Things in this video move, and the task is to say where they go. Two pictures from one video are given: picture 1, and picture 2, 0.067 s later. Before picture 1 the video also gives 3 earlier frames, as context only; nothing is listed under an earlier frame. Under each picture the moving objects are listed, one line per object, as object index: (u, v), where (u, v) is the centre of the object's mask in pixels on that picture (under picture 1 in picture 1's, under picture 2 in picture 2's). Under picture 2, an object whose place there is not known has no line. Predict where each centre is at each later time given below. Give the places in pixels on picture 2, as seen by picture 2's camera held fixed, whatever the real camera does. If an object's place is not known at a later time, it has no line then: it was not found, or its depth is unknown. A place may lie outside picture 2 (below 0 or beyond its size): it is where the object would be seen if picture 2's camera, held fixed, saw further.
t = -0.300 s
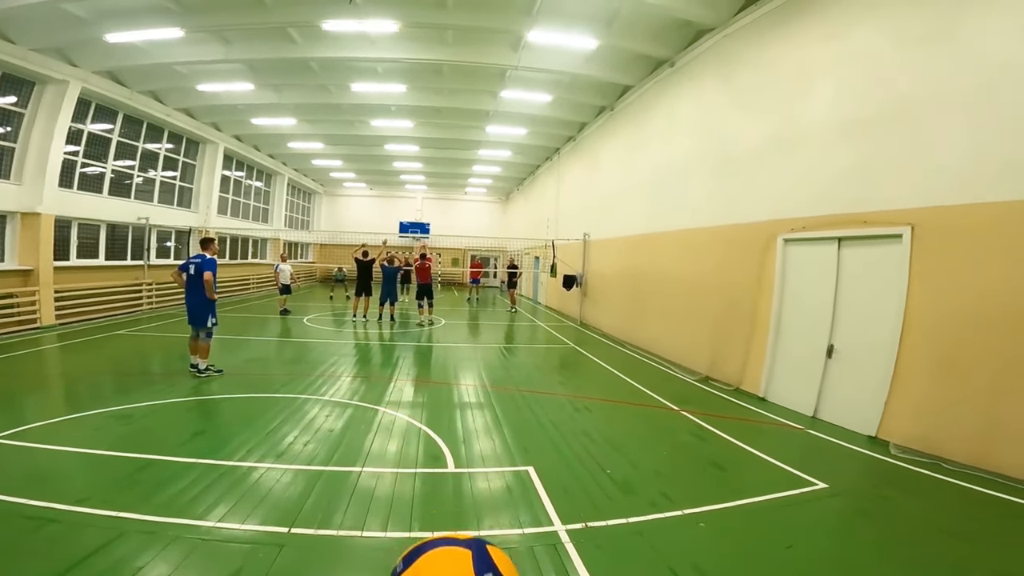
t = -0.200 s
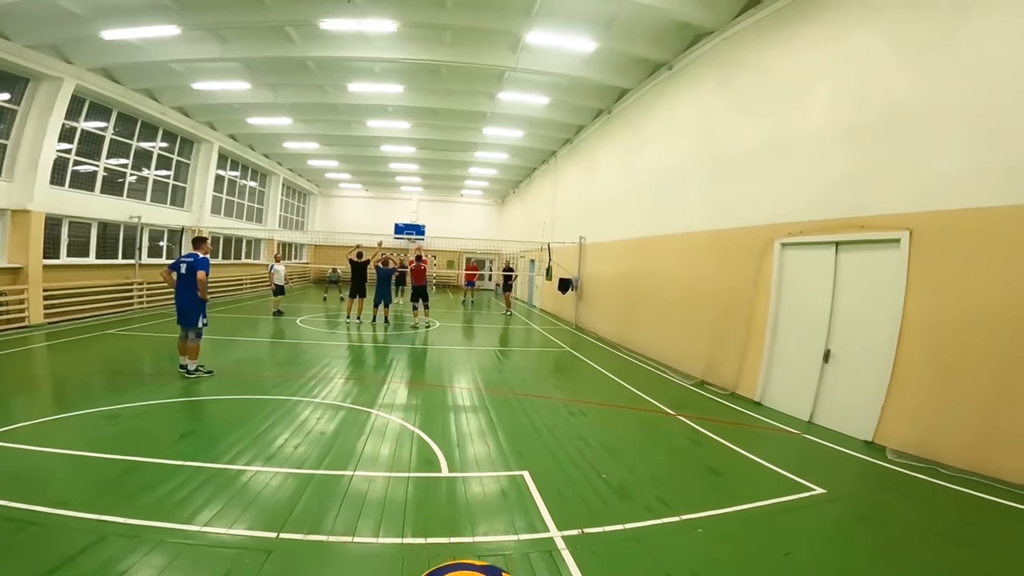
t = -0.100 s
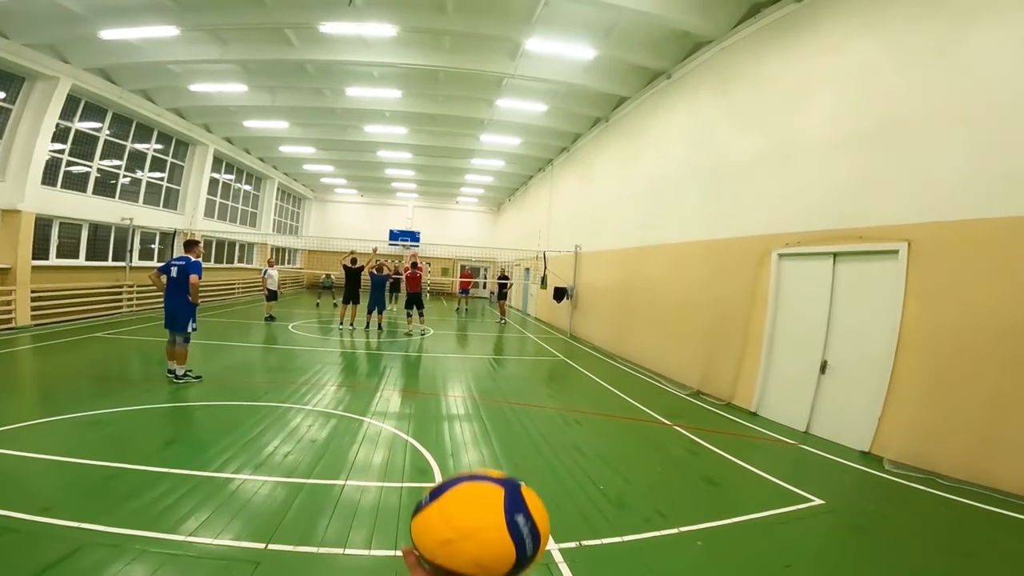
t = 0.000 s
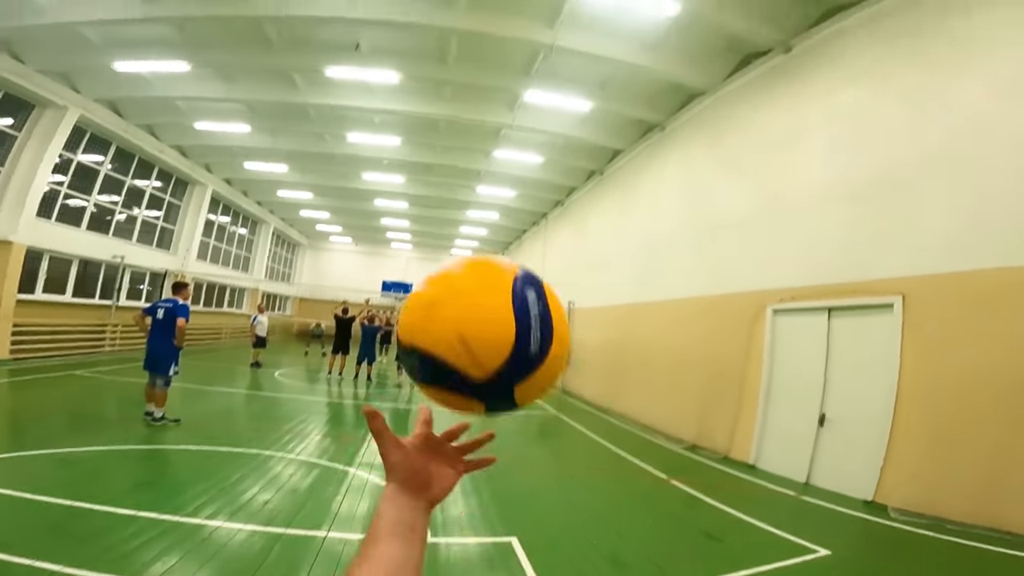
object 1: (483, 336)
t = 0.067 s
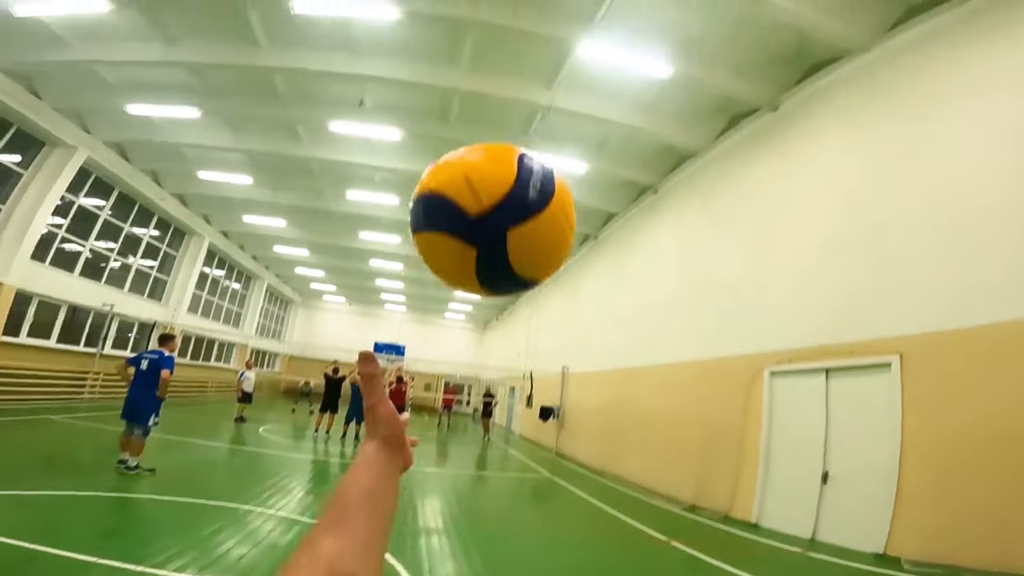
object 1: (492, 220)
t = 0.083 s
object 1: (494, 190)
